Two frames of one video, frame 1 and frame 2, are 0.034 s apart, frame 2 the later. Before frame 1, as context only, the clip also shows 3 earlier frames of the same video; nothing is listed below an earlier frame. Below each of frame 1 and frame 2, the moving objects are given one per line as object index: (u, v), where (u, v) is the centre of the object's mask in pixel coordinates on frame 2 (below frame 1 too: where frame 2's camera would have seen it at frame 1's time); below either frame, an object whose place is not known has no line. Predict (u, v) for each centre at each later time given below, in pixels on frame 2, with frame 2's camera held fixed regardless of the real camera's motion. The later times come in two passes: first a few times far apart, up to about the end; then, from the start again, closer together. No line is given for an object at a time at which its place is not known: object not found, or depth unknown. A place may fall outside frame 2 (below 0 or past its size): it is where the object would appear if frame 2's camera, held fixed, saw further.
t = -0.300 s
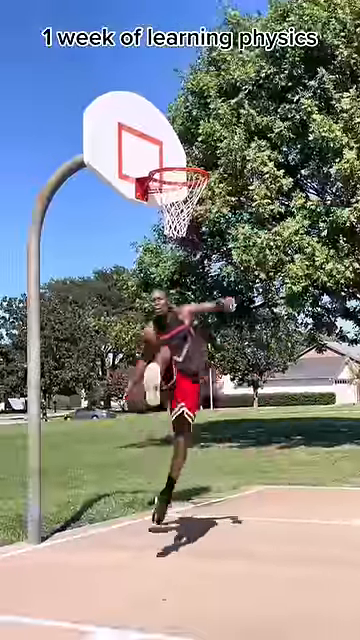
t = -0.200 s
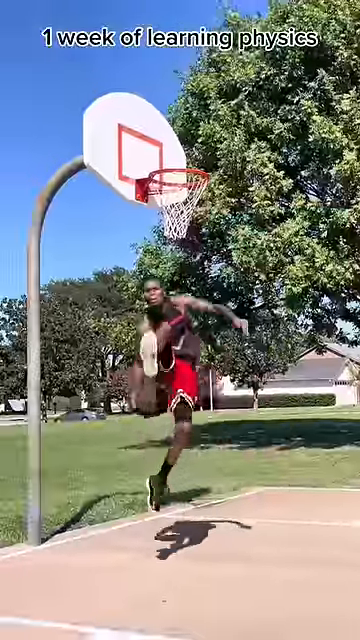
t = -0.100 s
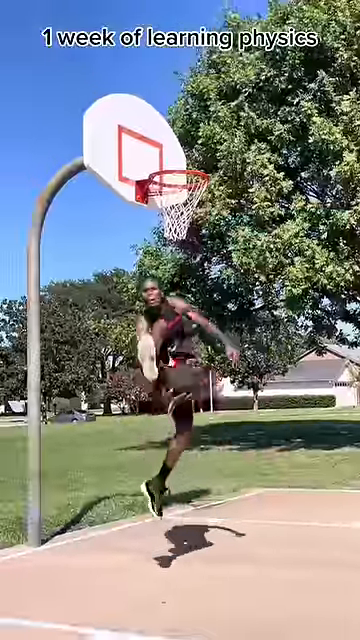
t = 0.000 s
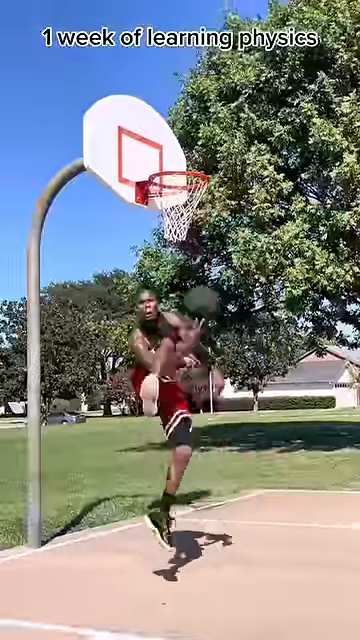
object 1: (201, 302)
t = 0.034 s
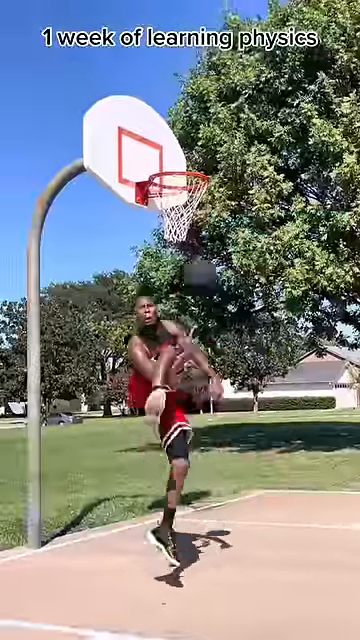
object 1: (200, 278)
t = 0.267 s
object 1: (189, 139)
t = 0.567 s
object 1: (180, 82)
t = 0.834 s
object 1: (176, 127)
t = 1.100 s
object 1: (196, 205)
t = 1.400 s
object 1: (195, 246)
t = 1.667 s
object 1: (197, 359)
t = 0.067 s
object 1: (197, 251)
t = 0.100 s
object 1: (195, 228)
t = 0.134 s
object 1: (194, 206)
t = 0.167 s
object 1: (192, 186)
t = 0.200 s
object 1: (191, 168)
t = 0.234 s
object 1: (190, 153)
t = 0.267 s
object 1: (189, 139)
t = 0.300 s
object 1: (187, 125)
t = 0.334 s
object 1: (185, 112)
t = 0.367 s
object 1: (185, 104)
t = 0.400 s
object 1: (184, 96)
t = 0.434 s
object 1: (183, 91)
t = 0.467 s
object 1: (183, 86)
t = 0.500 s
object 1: (182, 83)
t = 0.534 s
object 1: (181, 81)
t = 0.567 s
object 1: (180, 82)
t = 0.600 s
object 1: (180, 82)
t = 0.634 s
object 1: (179, 85)
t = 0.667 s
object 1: (178, 89)
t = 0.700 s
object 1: (178, 94)
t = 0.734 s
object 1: (177, 100)
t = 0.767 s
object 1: (177, 108)
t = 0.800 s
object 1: (177, 118)
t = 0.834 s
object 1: (176, 127)
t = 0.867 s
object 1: (173, 141)
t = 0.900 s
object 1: (176, 151)
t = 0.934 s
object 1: (176, 163)
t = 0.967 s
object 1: (177, 171)
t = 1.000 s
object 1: (178, 181)
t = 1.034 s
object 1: (182, 189)
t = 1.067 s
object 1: (184, 196)
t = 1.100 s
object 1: (196, 205)
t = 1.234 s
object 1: (190, 226)
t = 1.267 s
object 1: (194, 226)
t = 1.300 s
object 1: (194, 226)
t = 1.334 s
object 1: (194, 232)
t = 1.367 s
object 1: (193, 235)
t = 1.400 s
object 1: (195, 246)
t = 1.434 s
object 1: (194, 252)
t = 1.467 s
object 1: (195, 265)
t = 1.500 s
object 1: (195, 275)
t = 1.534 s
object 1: (195, 291)
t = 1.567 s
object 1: (196, 305)
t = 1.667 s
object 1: (197, 359)
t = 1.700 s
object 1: (198, 380)
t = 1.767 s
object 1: (200, 422)
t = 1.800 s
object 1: (201, 446)
